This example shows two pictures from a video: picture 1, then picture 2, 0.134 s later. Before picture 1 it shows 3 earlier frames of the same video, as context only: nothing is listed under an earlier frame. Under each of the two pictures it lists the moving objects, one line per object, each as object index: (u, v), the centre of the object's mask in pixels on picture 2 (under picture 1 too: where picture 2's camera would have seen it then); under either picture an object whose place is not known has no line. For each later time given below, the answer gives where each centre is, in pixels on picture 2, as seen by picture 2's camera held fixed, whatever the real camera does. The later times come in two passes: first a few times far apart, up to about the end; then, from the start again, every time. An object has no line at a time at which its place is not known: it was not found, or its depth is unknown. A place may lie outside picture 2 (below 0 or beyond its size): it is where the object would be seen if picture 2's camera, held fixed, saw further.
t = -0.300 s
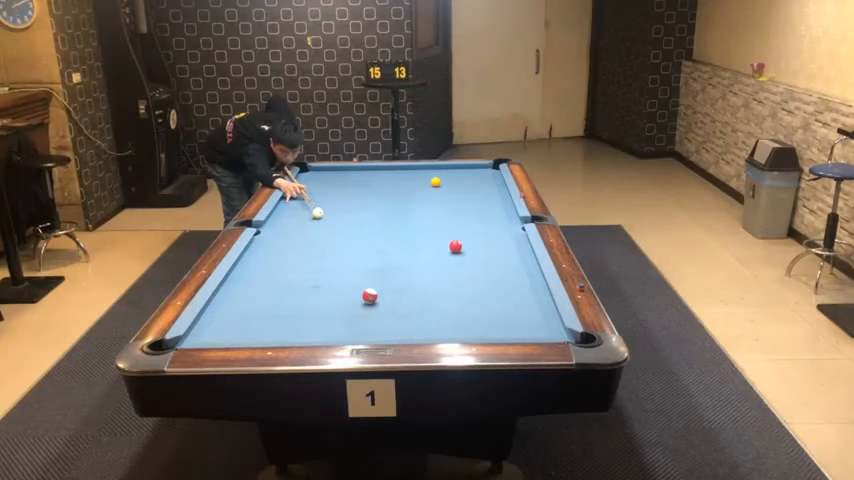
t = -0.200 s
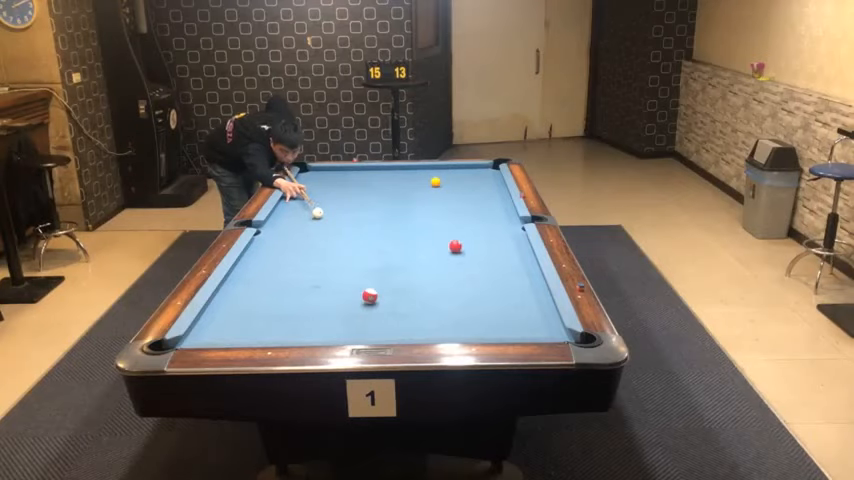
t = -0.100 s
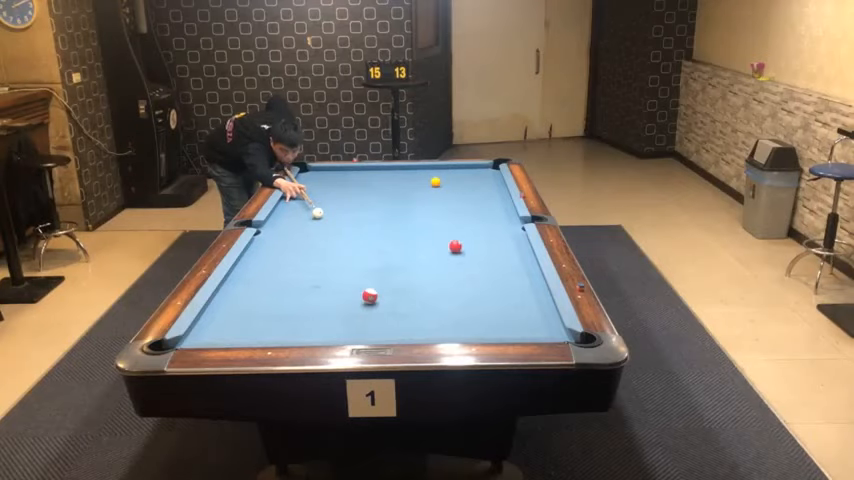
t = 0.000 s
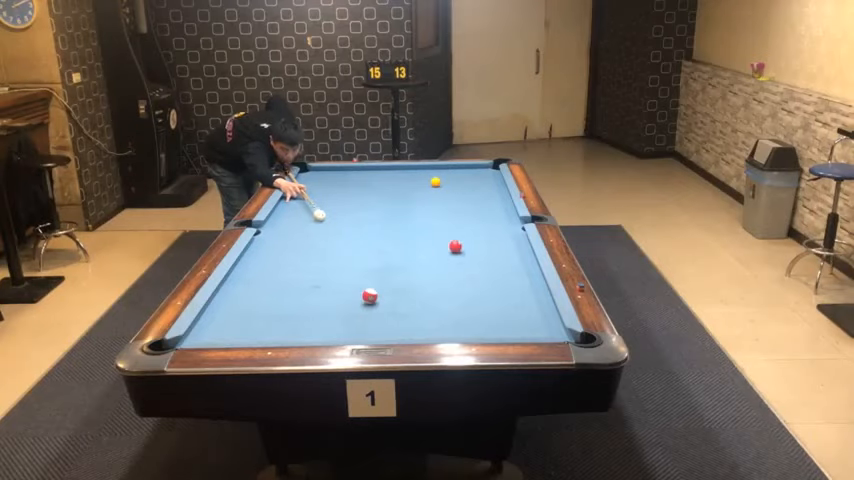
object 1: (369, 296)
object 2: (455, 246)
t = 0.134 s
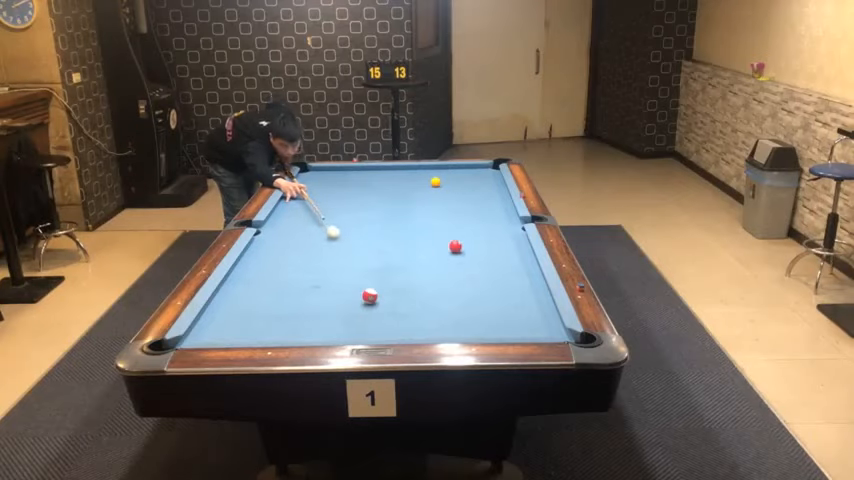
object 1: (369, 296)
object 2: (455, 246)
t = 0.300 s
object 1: (370, 296)
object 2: (455, 246)
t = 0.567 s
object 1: (354, 303)
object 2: (455, 246)
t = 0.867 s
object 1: (312, 323)
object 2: (455, 246)
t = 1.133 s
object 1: (273, 336)
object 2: (455, 246)
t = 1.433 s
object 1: (260, 332)
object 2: (455, 246)
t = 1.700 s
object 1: (250, 323)
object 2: (455, 246)
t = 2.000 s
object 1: (240, 315)
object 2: (442, 244)
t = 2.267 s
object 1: (231, 310)
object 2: (422, 240)
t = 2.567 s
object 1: (223, 304)
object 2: (401, 237)
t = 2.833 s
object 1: (217, 299)
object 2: (383, 234)
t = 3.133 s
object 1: (222, 296)
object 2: (365, 231)
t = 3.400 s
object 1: (226, 295)
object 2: (351, 229)
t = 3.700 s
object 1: (230, 293)
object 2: (336, 226)
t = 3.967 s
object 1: (232, 292)
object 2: (324, 225)
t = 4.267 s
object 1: (233, 291)
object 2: (312, 223)
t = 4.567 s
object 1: (233, 291)
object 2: (301, 221)
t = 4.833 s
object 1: (233, 291)
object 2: (292, 220)
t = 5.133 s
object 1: (233, 291)
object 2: (283, 219)
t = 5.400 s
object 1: (233, 291)
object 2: (277, 218)
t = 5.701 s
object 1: (233, 291)
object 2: (273, 217)
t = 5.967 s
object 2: (275, 216)
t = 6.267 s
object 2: (277, 216)
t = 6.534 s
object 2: (277, 216)
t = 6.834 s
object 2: (277, 216)
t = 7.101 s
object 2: (277, 216)
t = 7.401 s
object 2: (277, 216)
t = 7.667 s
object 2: (277, 216)
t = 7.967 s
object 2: (277, 216)
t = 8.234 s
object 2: (277, 216)
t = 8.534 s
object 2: (277, 216)
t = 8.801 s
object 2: (277, 216)
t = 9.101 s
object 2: (277, 216)
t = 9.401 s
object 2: (277, 216)
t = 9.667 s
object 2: (277, 216)
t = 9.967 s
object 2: (277, 216)
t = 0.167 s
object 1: (369, 296)
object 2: (455, 246)
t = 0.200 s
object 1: (369, 296)
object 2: (455, 246)
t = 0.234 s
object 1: (369, 296)
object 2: (455, 246)
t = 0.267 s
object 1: (369, 296)
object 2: (455, 246)
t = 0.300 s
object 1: (370, 296)
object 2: (455, 246)
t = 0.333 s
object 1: (370, 296)
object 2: (455, 246)
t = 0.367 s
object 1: (369, 296)
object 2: (455, 246)
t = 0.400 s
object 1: (369, 296)
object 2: (455, 246)
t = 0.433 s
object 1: (369, 296)
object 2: (455, 246)
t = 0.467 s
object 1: (369, 296)
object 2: (455, 246)
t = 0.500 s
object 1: (365, 298)
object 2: (455, 246)
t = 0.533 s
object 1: (359, 301)
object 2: (455, 246)
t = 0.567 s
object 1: (354, 303)
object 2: (455, 246)
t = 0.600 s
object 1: (350, 305)
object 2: (455, 246)
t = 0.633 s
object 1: (346, 307)
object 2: (455, 246)
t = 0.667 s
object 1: (340, 309)
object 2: (455, 246)
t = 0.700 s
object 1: (336, 312)
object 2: (455, 246)
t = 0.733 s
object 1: (331, 314)
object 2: (455, 246)
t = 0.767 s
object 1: (327, 316)
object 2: (455, 246)
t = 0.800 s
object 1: (322, 318)
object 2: (455, 246)
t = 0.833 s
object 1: (317, 320)
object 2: (455, 246)
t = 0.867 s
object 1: (312, 323)
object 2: (455, 246)
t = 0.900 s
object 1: (308, 324)
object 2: (455, 246)
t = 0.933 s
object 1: (302, 327)
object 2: (455, 246)
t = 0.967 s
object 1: (298, 329)
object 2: (455, 246)
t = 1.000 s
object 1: (293, 331)
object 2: (455, 246)
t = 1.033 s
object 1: (288, 332)
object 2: (455, 246)
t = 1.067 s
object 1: (283, 333)
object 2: (455, 246)
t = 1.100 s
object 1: (279, 334)
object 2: (455, 246)
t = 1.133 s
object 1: (273, 336)
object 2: (455, 246)
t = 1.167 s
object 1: (272, 336)
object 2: (455, 246)
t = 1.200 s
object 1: (269, 336)
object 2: (455, 246)
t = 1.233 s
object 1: (268, 335)
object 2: (455, 246)
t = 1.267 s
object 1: (267, 334)
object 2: (455, 246)
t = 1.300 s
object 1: (265, 333)
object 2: (455, 246)
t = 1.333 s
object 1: (264, 332)
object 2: (455, 246)
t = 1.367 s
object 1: (262, 332)
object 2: (455, 246)
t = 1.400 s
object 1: (261, 332)
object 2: (455, 246)
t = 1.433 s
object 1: (260, 332)
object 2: (455, 246)
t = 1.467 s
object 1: (259, 330)
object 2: (455, 246)
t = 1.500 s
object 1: (257, 329)
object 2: (455, 246)
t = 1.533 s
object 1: (256, 329)
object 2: (455, 246)
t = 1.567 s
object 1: (255, 327)
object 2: (455, 246)
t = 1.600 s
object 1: (253, 326)
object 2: (455, 246)
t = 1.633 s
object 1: (252, 325)
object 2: (455, 246)
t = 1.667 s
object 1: (251, 324)
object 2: (455, 246)
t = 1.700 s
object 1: (250, 323)
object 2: (455, 246)
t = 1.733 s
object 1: (248, 322)
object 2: (455, 246)
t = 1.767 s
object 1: (247, 321)
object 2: (455, 246)
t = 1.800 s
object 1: (246, 321)
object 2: (455, 246)
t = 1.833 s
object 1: (245, 320)
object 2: (455, 246)
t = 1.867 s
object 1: (244, 319)
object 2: (454, 246)
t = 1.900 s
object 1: (243, 317)
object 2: (451, 246)
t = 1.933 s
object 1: (242, 317)
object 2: (448, 245)
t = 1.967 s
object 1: (241, 316)
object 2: (445, 245)
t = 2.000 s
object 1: (240, 315)
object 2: (442, 244)
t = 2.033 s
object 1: (238, 315)
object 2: (440, 244)
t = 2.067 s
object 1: (238, 314)
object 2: (437, 243)
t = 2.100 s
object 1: (236, 313)
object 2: (434, 243)
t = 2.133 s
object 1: (235, 313)
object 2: (432, 242)
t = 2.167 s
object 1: (234, 312)
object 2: (429, 242)
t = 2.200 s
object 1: (233, 311)
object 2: (427, 241)
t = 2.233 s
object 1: (232, 310)
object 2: (425, 241)
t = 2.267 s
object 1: (231, 310)
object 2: (422, 240)
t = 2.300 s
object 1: (230, 309)
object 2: (419, 240)
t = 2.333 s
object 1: (229, 308)
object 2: (417, 240)
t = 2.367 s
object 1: (228, 308)
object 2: (414, 239)
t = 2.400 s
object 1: (227, 307)
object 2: (412, 239)
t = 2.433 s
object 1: (227, 306)
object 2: (410, 238)
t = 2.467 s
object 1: (226, 306)
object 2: (408, 238)
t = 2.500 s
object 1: (224, 305)
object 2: (405, 238)
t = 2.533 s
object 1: (224, 304)
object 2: (403, 237)
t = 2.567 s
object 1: (223, 304)
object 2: (401, 237)
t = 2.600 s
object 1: (222, 303)
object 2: (398, 236)
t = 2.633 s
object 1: (222, 303)
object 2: (396, 236)
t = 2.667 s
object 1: (221, 302)
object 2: (394, 236)
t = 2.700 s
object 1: (220, 302)
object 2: (392, 235)
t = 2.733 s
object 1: (219, 301)
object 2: (390, 235)
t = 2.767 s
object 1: (218, 300)
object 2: (388, 235)
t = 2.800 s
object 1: (218, 300)
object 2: (385, 235)
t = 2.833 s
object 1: (217, 299)
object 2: (383, 234)
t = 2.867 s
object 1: (217, 299)
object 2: (381, 234)
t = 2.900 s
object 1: (217, 298)
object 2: (379, 233)
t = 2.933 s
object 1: (218, 298)
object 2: (377, 233)
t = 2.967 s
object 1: (218, 298)
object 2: (375, 233)
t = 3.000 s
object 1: (219, 297)
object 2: (373, 232)
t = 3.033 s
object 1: (220, 297)
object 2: (371, 232)
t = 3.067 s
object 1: (220, 297)
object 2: (369, 232)
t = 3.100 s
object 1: (221, 296)
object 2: (367, 231)
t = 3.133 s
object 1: (222, 296)
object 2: (365, 231)
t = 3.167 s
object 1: (222, 296)
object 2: (363, 231)
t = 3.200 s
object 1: (223, 296)
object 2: (361, 230)
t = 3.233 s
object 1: (223, 295)
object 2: (360, 230)
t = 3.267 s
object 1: (224, 295)
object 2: (358, 230)
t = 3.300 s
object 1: (224, 295)
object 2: (356, 230)
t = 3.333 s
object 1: (225, 295)
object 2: (355, 230)
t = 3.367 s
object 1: (226, 295)
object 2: (353, 229)
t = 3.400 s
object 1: (226, 295)
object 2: (351, 229)
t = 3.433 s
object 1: (226, 295)
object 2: (349, 229)
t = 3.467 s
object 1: (227, 294)
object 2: (348, 229)
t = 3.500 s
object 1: (227, 294)
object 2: (346, 228)
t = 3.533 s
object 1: (227, 294)
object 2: (344, 228)
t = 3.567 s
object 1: (228, 293)
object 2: (343, 228)
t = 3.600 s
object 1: (228, 293)
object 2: (341, 227)
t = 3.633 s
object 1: (229, 293)
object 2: (339, 227)
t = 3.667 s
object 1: (229, 293)
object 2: (338, 227)
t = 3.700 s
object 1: (230, 293)
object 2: (336, 226)
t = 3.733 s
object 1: (230, 293)
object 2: (335, 226)
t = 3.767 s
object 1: (230, 293)
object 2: (333, 226)
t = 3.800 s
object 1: (231, 292)
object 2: (331, 226)
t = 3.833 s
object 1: (231, 292)
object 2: (330, 226)
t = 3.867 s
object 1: (231, 292)
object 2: (328, 225)
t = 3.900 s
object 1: (232, 292)
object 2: (327, 225)
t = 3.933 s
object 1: (232, 292)
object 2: (326, 225)
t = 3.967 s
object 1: (232, 292)
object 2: (324, 225)
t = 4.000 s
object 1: (232, 292)
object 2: (323, 225)
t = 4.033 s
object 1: (232, 291)
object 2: (321, 224)
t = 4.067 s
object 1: (232, 291)
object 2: (320, 224)
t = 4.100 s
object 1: (233, 291)
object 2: (319, 224)
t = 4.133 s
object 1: (233, 291)
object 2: (317, 224)
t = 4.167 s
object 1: (233, 291)
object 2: (316, 223)
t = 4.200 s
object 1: (233, 291)
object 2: (315, 223)
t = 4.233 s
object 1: (233, 291)
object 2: (313, 223)
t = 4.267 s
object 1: (233, 291)
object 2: (312, 223)
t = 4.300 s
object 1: (233, 291)
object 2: (311, 222)
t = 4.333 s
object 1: (233, 291)
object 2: (309, 222)
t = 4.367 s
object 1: (233, 291)
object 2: (308, 222)
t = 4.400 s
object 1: (233, 291)
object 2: (307, 222)
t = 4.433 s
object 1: (233, 291)
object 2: (306, 222)
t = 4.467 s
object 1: (233, 291)
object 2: (304, 222)
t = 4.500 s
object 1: (233, 291)
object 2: (303, 222)
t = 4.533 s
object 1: (233, 291)
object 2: (302, 221)
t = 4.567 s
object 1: (233, 291)
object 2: (301, 221)
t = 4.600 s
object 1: (233, 291)
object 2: (300, 221)
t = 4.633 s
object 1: (233, 291)
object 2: (299, 221)
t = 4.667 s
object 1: (233, 291)
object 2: (297, 221)
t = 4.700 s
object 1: (233, 291)
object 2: (296, 221)
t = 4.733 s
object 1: (233, 291)
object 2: (295, 220)
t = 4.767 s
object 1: (233, 291)
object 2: (294, 220)
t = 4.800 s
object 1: (233, 291)
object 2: (293, 220)
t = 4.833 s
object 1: (233, 291)
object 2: (292, 220)
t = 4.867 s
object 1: (233, 291)
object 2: (291, 220)
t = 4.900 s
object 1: (233, 291)
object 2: (290, 219)
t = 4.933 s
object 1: (233, 291)
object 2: (289, 219)
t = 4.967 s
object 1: (233, 291)
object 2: (288, 219)
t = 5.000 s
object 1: (233, 291)
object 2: (287, 219)
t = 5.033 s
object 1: (233, 291)
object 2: (286, 219)
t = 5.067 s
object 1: (233, 291)
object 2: (285, 219)
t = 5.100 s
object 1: (233, 291)
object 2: (284, 219)
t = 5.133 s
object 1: (233, 291)
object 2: (283, 219)
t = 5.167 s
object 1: (233, 291)
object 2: (283, 218)
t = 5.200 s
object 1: (233, 291)
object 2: (282, 218)
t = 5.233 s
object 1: (233, 291)
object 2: (281, 218)
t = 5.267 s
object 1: (233, 291)
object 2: (280, 218)
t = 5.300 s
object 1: (233, 291)
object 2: (279, 218)
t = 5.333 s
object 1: (233, 291)
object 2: (278, 218)
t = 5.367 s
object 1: (233, 291)
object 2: (277, 218)
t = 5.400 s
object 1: (233, 291)
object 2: (277, 218)
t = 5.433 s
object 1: (233, 291)
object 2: (276, 217)
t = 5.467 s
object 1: (233, 291)
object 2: (275, 217)
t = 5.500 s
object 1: (233, 291)
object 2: (274, 217)
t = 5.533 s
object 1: (233, 291)
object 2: (273, 217)
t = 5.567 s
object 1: (233, 291)
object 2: (273, 217)
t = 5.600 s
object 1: (233, 291)
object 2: (273, 217)
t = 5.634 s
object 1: (233, 291)
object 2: (273, 217)
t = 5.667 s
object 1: (233, 291)
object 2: (273, 217)
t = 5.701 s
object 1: (233, 291)
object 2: (273, 217)
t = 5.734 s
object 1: (233, 291)
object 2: (273, 216)
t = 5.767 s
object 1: (233, 291)
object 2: (273, 216)
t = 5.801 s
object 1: (233, 291)
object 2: (274, 217)
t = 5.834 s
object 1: (233, 291)
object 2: (274, 217)
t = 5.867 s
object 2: (275, 217)
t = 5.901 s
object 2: (275, 217)
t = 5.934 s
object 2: (275, 216)
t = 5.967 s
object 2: (275, 216)
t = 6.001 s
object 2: (276, 216)
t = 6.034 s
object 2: (276, 216)
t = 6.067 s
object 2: (276, 216)
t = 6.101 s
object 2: (276, 216)
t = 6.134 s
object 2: (277, 216)
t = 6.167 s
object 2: (277, 216)
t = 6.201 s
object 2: (277, 216)
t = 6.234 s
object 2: (277, 216)
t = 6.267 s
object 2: (277, 216)
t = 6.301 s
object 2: (277, 216)
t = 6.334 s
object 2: (277, 216)
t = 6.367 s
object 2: (277, 216)
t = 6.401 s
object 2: (277, 216)
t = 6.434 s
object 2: (277, 216)
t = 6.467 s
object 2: (277, 216)
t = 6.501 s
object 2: (277, 216)
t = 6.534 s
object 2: (277, 216)
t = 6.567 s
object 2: (277, 216)
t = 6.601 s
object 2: (277, 216)
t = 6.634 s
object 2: (277, 216)
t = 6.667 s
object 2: (277, 216)
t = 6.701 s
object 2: (277, 216)
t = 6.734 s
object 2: (277, 216)
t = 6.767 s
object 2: (277, 216)
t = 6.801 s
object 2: (277, 216)
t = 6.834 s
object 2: (277, 216)
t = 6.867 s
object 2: (277, 216)
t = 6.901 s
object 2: (277, 216)
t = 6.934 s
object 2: (277, 216)
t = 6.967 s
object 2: (277, 216)
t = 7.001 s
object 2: (277, 216)
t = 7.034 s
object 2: (277, 216)
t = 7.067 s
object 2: (277, 216)
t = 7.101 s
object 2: (277, 216)
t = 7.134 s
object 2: (277, 216)
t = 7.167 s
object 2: (277, 216)
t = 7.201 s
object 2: (277, 216)
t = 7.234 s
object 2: (277, 216)
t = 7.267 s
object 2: (277, 216)
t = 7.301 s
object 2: (277, 216)
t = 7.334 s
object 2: (277, 216)
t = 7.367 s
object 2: (277, 216)
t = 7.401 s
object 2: (277, 216)
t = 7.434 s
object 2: (277, 216)
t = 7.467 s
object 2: (277, 216)
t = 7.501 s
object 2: (277, 216)
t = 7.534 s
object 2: (277, 216)
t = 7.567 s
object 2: (277, 216)
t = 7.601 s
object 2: (277, 216)
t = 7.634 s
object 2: (277, 216)
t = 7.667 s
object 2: (277, 216)
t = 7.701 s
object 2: (277, 216)
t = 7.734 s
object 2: (277, 216)
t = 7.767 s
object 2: (277, 216)
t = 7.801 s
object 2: (277, 216)
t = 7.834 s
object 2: (277, 216)
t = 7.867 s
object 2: (277, 216)
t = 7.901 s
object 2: (277, 216)
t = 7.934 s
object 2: (277, 216)
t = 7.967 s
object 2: (277, 216)
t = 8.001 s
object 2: (277, 216)
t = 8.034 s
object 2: (277, 216)
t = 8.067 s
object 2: (277, 216)
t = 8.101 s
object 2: (277, 216)
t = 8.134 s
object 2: (277, 216)
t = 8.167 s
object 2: (277, 216)
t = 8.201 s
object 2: (277, 216)
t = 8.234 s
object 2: (277, 216)
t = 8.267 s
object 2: (277, 216)
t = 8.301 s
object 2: (277, 216)
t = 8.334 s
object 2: (277, 216)
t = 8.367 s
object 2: (277, 216)
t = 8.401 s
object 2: (277, 216)
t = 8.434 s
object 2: (277, 216)
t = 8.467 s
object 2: (277, 216)
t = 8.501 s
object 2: (277, 216)
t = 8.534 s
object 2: (277, 216)
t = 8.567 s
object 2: (277, 216)
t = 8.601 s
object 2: (277, 216)
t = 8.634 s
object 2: (277, 216)
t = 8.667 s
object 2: (277, 216)
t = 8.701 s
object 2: (277, 216)
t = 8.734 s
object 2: (277, 216)
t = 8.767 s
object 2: (277, 216)
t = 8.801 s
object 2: (277, 216)
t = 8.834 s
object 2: (277, 216)
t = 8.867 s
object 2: (277, 216)
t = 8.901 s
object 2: (277, 216)
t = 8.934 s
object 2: (277, 216)
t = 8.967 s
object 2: (277, 216)
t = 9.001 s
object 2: (277, 216)
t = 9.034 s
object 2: (277, 216)
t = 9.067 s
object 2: (277, 216)
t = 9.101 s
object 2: (277, 216)
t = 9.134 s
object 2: (277, 216)
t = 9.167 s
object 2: (277, 216)
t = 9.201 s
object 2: (277, 216)
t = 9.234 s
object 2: (277, 216)
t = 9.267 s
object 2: (277, 216)
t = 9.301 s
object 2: (277, 216)
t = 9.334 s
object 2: (277, 216)
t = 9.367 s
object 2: (277, 216)
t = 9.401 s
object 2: (277, 216)
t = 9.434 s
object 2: (277, 216)
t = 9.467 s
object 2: (277, 216)
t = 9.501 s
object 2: (277, 216)
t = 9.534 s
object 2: (277, 216)
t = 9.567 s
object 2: (277, 216)
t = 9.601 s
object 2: (277, 216)
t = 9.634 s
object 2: (277, 216)
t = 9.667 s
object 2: (277, 216)
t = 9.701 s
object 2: (277, 216)
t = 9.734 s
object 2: (277, 216)
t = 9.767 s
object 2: (277, 216)
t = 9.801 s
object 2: (277, 216)
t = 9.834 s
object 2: (277, 216)
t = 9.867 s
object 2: (277, 216)
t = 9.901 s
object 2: (277, 216)
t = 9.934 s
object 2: (277, 216)
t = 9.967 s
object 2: (277, 216)
